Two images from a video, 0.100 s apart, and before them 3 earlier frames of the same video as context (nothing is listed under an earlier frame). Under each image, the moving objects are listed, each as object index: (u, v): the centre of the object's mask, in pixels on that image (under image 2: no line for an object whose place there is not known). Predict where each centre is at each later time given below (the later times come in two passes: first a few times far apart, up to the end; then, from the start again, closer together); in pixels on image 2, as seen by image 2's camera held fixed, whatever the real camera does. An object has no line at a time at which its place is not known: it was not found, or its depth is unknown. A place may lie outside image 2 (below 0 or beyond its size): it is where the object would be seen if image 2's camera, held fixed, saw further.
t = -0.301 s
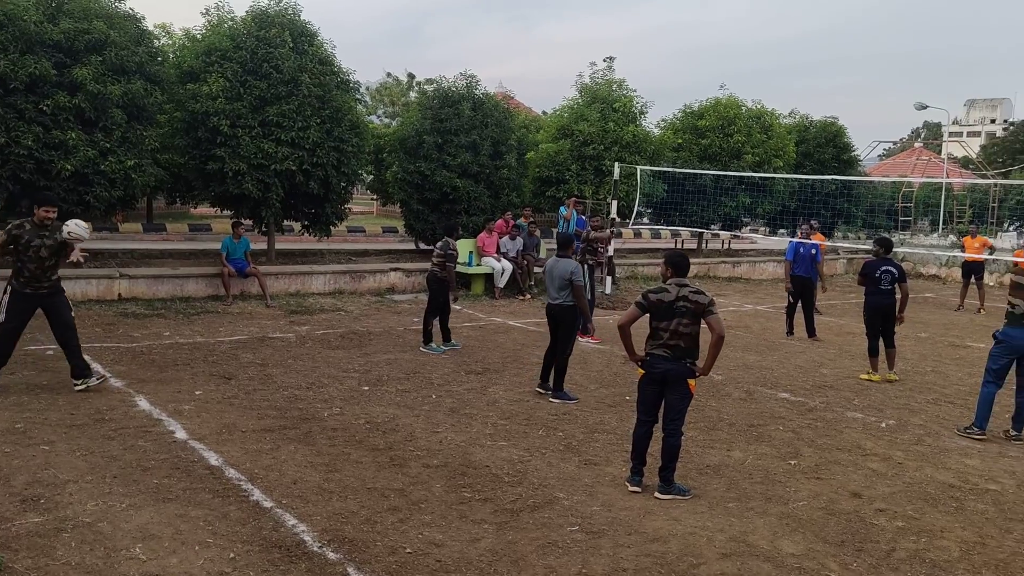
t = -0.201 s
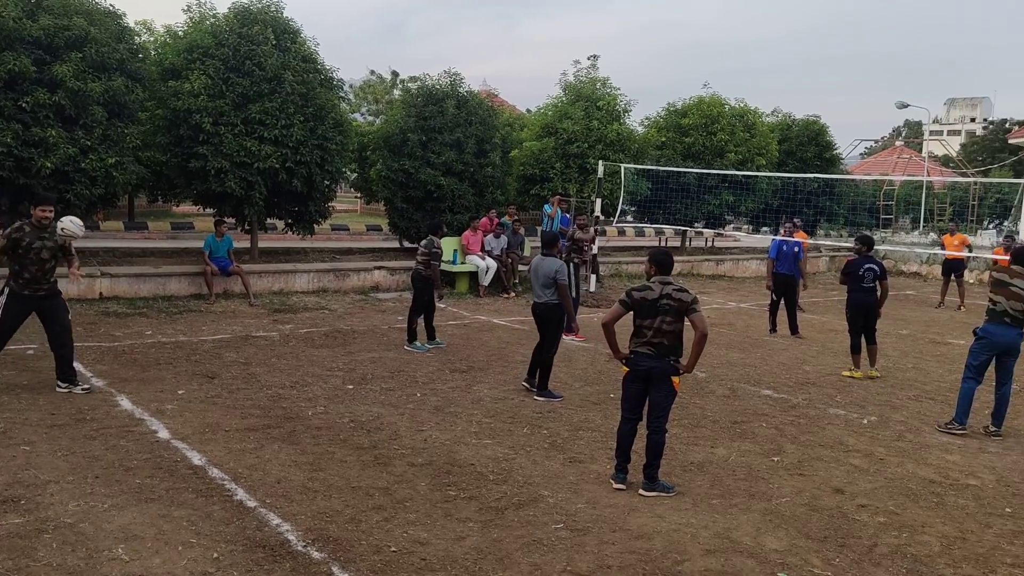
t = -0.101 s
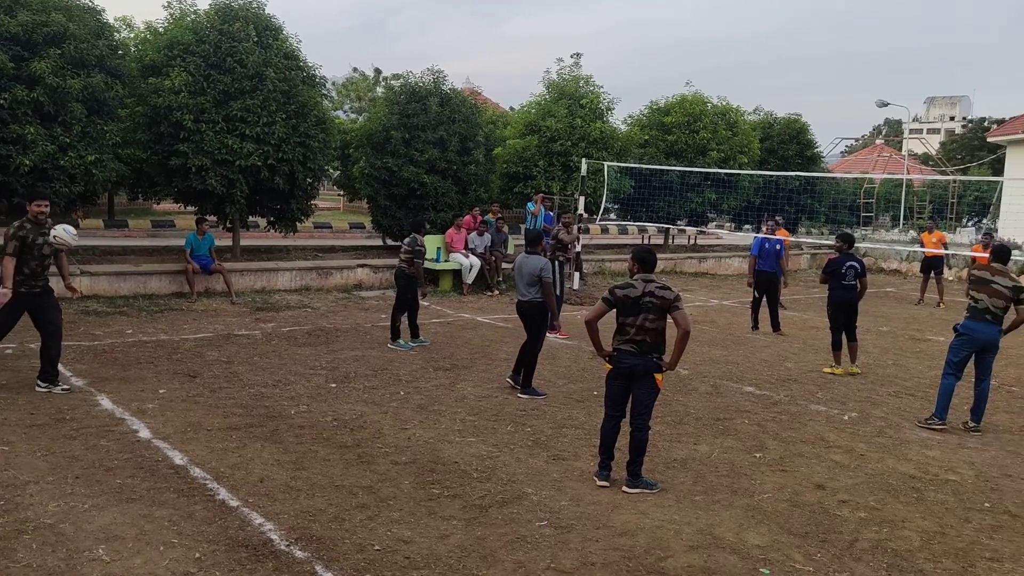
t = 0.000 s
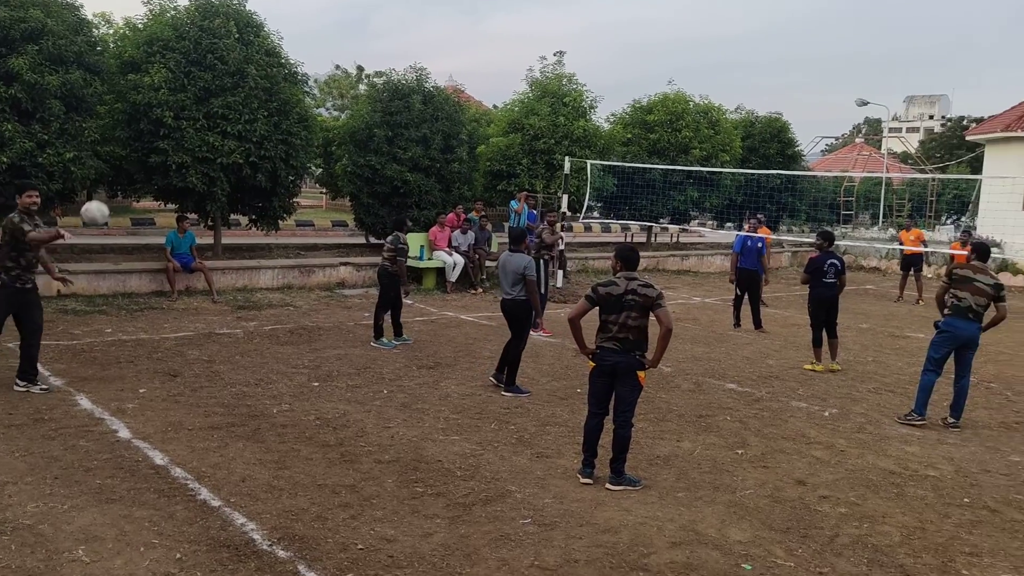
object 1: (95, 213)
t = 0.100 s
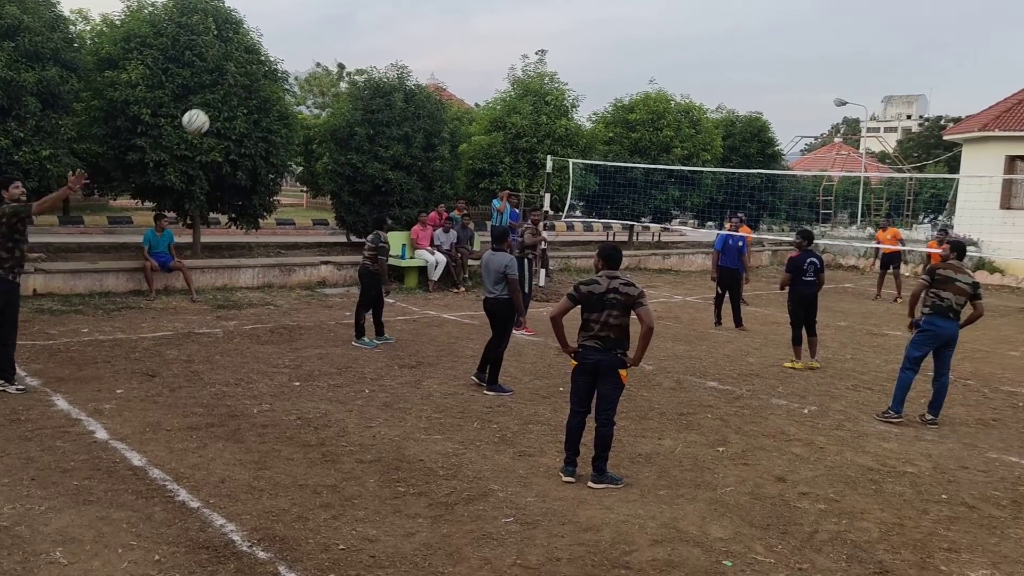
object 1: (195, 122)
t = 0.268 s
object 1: (377, 13)
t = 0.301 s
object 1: (413, 4)
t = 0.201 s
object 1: (307, 51)
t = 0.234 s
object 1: (343, 31)
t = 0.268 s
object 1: (377, 13)
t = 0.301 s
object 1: (413, 4)
